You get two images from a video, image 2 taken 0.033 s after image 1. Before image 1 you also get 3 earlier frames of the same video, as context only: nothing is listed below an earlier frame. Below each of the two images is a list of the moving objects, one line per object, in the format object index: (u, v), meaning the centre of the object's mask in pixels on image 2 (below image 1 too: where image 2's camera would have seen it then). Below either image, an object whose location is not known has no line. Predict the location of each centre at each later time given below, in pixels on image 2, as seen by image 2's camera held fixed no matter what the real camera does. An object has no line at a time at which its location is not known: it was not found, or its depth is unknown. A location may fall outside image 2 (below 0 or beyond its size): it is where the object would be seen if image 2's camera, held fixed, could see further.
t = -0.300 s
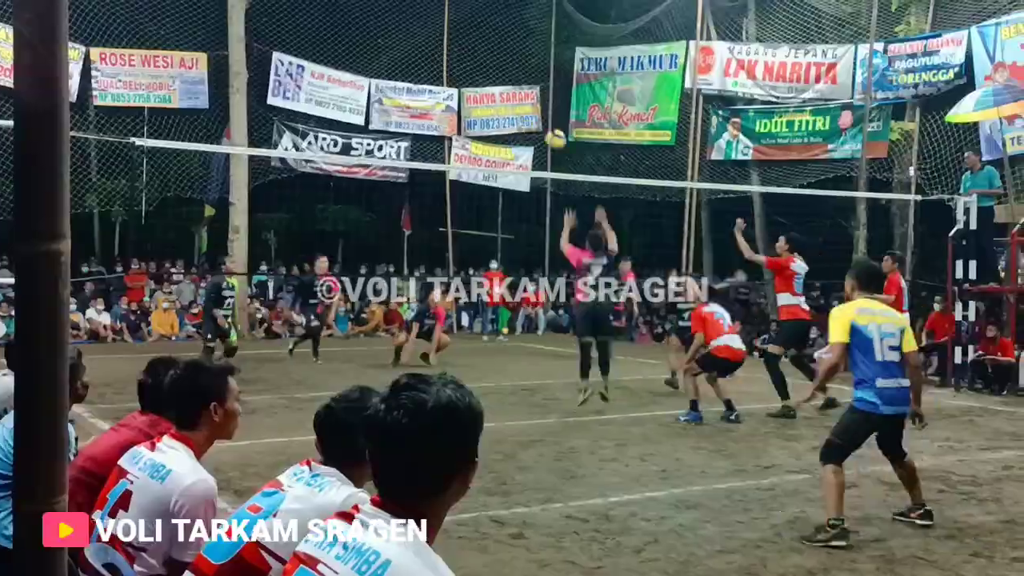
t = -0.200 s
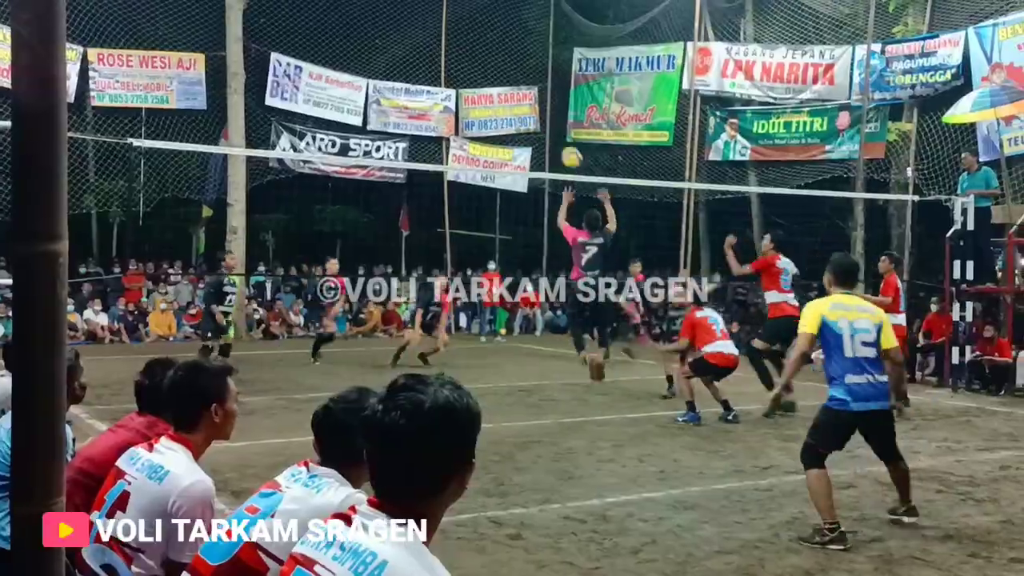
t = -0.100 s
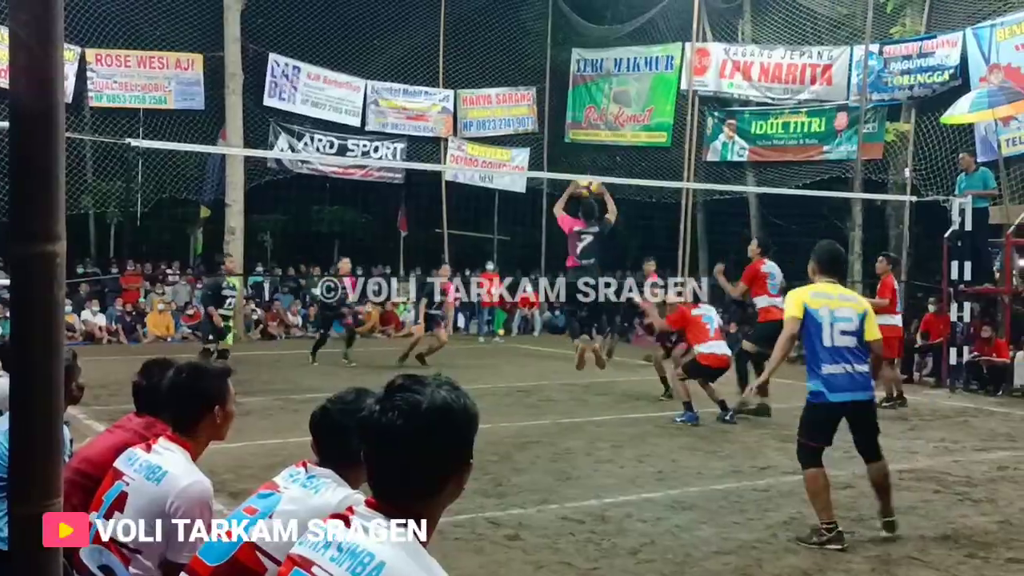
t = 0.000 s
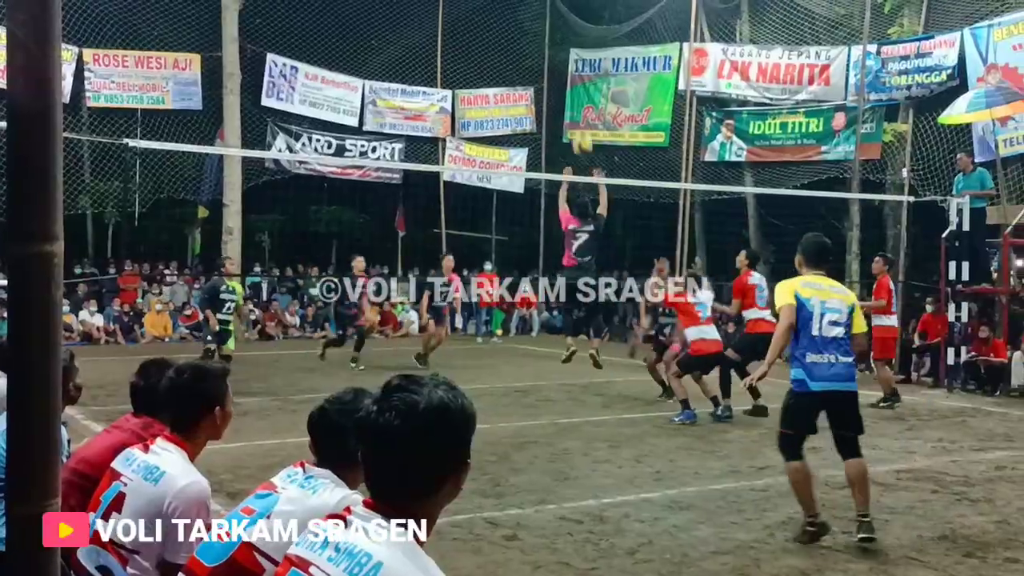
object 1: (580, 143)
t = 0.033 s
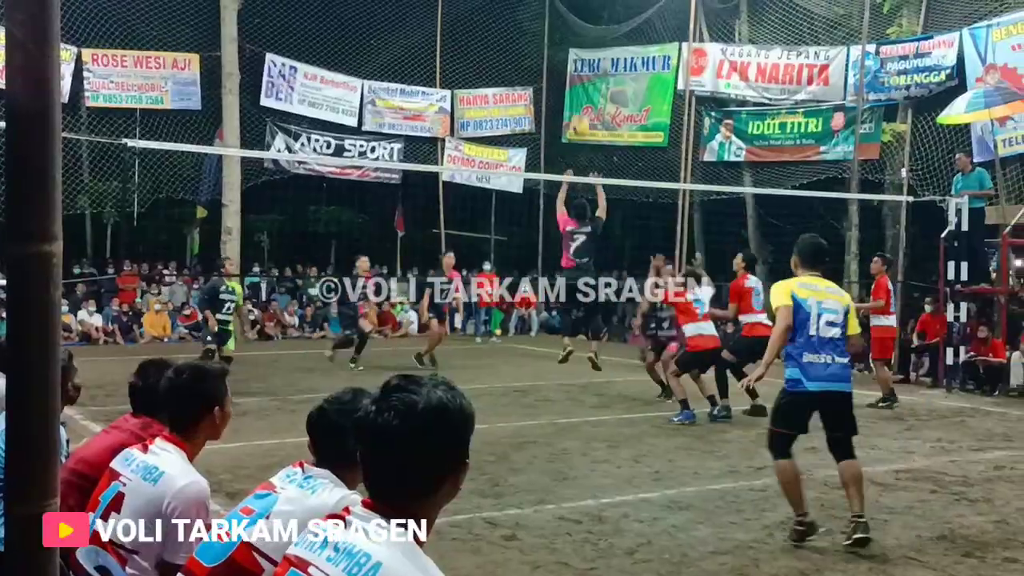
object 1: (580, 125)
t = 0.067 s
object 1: (578, 111)
